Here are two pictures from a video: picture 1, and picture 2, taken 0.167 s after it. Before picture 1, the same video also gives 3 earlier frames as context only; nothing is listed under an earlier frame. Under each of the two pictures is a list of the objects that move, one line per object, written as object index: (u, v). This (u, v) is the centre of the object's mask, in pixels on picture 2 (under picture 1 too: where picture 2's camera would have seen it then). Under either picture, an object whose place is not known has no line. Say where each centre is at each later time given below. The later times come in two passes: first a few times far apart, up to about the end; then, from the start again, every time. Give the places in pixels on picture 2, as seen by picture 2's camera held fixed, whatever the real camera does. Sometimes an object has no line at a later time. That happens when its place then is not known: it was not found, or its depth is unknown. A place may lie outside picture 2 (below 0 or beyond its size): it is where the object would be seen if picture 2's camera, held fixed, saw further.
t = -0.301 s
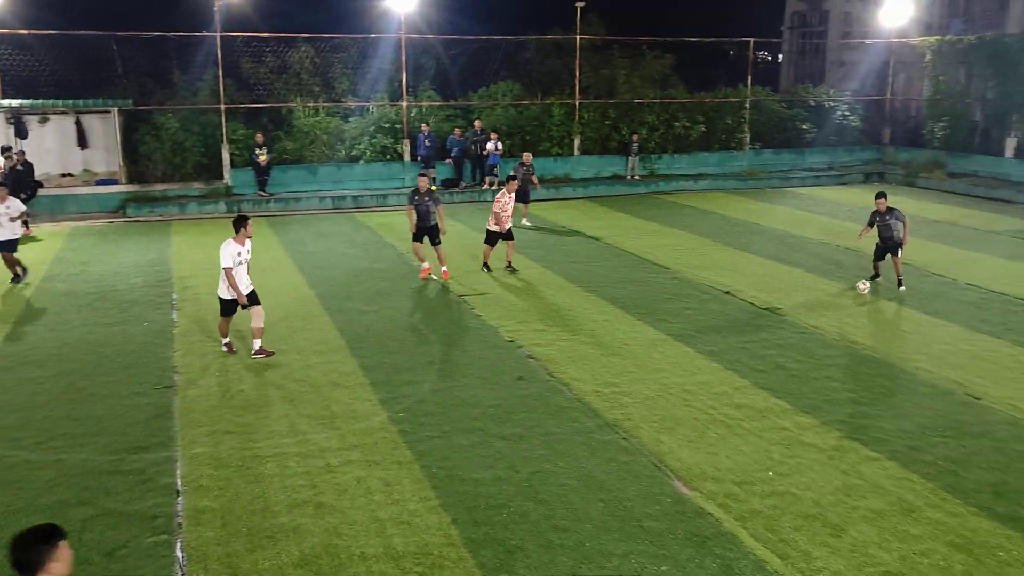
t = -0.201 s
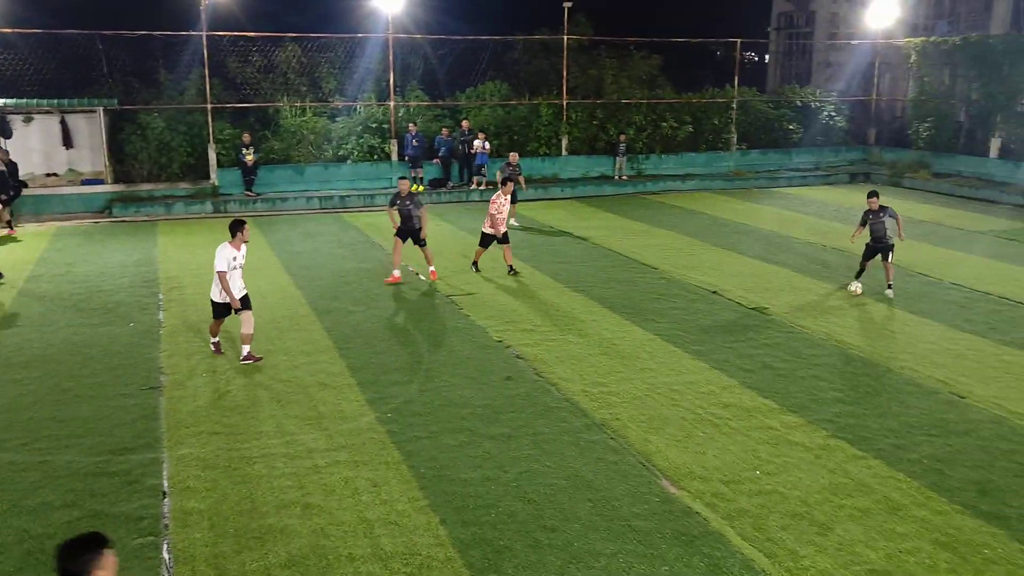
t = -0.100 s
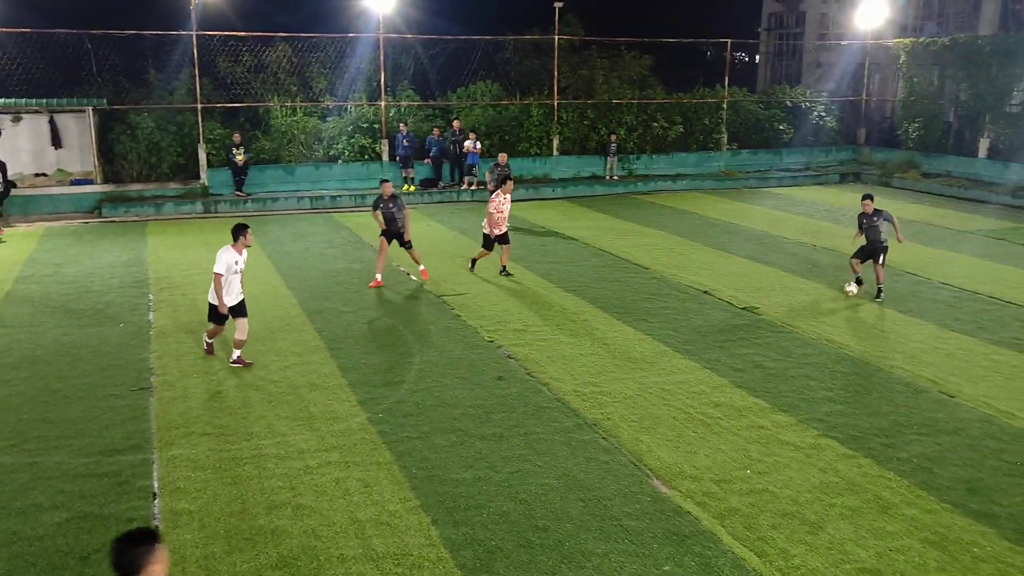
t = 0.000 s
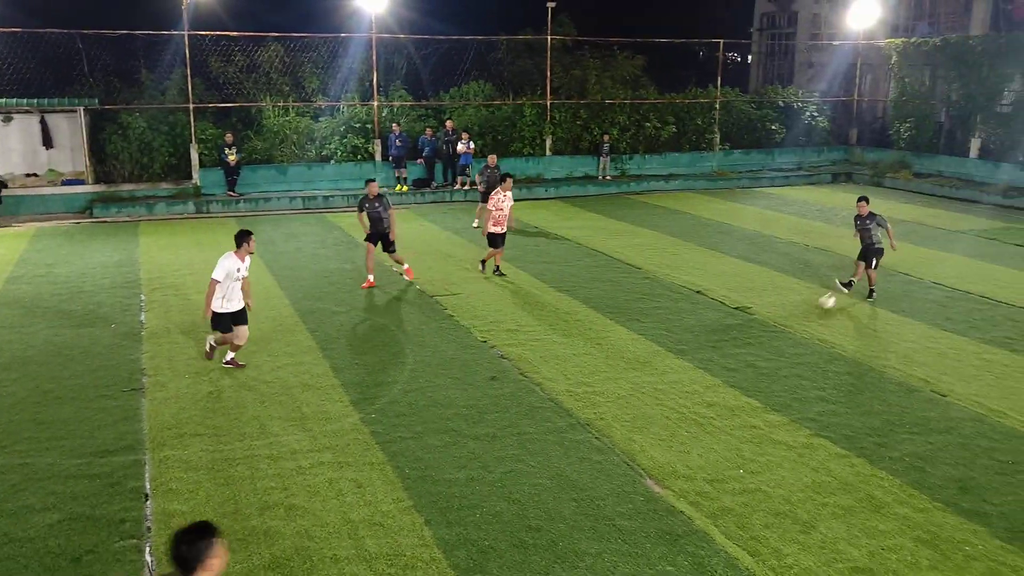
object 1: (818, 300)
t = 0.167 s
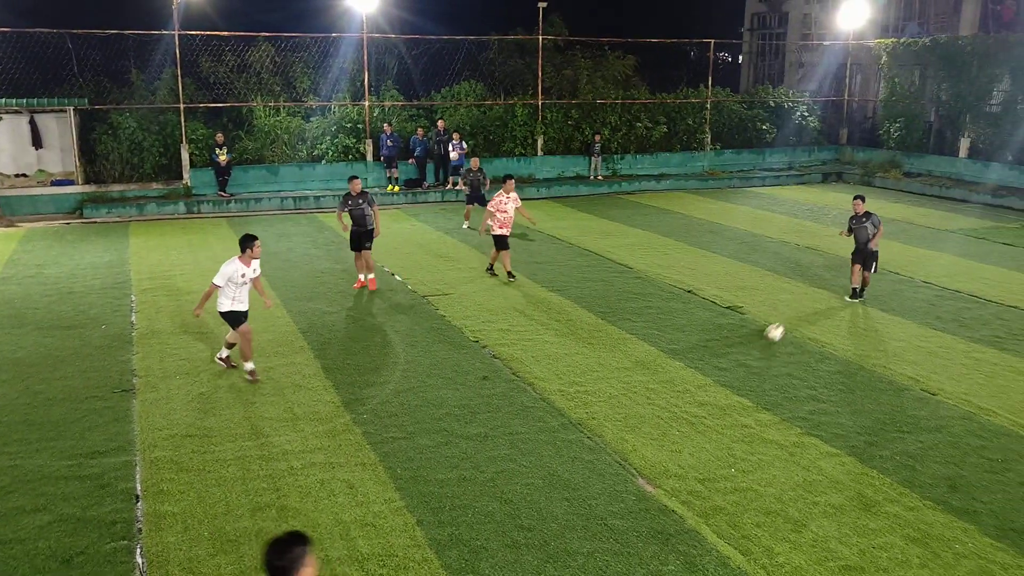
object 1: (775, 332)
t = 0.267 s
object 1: (745, 355)
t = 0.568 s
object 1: (639, 432)
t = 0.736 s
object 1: (561, 498)
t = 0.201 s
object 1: (765, 340)
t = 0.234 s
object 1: (755, 348)
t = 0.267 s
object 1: (745, 355)
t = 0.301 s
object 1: (736, 361)
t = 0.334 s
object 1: (725, 367)
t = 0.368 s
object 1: (714, 375)
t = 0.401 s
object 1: (703, 383)
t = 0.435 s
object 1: (690, 395)
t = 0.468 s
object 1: (677, 407)
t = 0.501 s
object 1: (665, 416)
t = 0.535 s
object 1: (653, 423)
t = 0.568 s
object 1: (639, 432)
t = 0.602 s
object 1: (625, 443)
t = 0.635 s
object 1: (610, 456)
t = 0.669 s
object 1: (595, 469)
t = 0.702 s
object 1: (577, 486)
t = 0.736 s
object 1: (561, 498)
